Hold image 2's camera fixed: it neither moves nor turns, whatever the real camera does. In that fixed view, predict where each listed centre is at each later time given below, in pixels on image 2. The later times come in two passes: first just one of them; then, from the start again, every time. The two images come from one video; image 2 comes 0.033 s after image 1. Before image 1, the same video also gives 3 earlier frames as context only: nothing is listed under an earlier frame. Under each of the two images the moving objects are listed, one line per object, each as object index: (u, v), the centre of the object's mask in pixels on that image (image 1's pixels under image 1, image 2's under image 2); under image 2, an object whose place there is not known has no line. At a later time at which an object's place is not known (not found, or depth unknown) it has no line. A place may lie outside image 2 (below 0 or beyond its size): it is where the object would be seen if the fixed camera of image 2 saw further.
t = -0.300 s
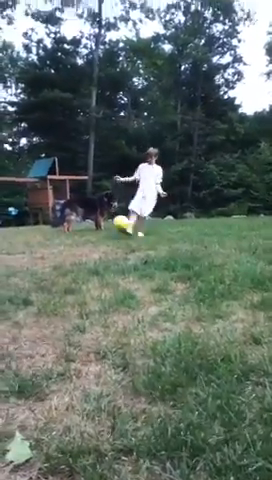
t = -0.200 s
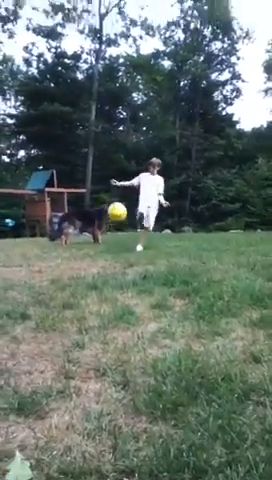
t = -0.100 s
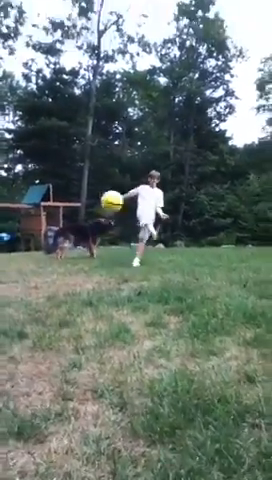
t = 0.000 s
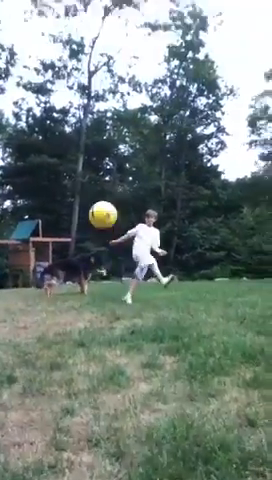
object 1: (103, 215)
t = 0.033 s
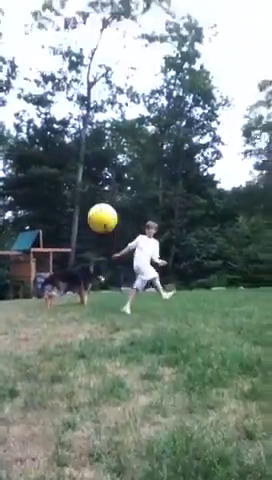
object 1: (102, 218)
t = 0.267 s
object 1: (112, 196)
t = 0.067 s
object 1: (104, 211)
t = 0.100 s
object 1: (104, 206)
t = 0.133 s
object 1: (105, 204)
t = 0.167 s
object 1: (106, 198)
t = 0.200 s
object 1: (108, 193)
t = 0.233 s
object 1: (107, 194)
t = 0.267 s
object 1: (112, 196)
